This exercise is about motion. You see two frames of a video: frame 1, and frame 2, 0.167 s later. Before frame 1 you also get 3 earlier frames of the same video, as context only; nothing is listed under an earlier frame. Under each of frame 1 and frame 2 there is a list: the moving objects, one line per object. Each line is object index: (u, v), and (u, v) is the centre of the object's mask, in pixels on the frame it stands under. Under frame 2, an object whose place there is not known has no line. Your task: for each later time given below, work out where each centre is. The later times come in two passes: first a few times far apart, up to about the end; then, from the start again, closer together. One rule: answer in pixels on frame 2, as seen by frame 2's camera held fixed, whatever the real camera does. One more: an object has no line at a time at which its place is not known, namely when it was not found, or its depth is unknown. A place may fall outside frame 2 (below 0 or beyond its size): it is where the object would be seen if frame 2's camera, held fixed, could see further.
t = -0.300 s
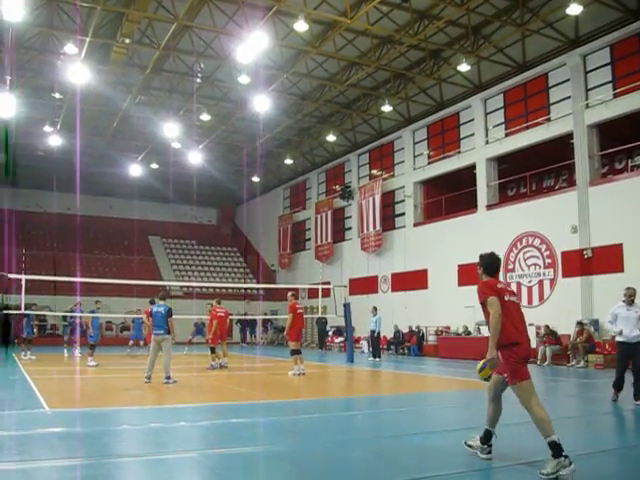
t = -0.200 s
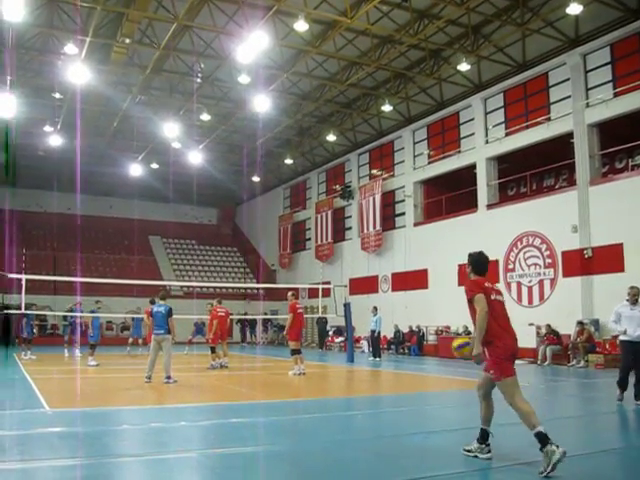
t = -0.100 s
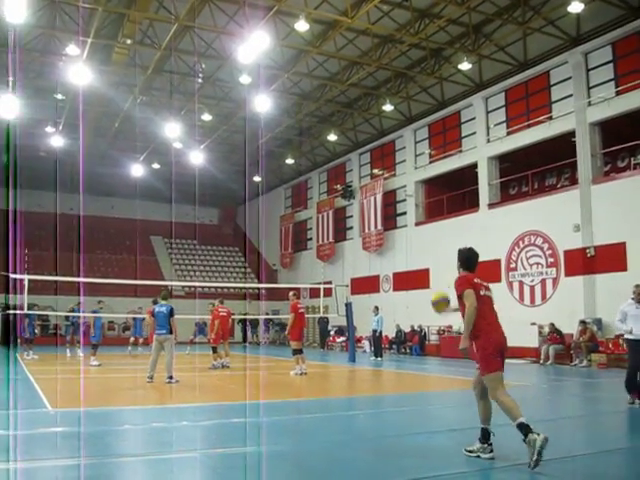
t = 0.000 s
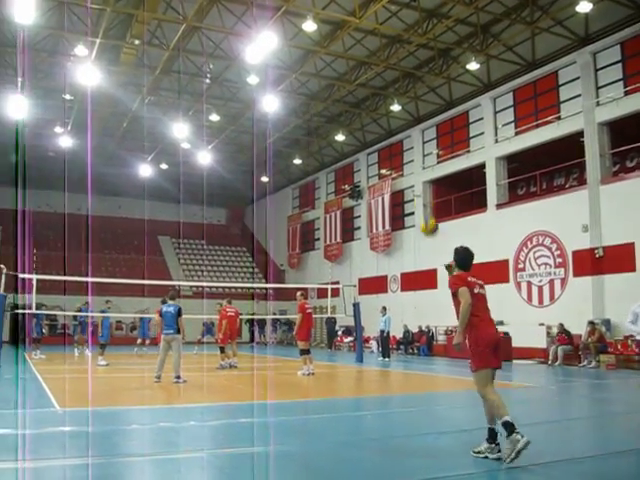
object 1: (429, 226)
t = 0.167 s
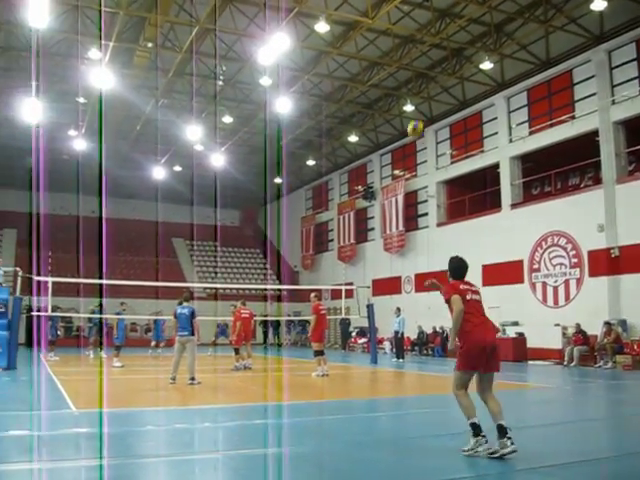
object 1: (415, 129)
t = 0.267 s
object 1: (403, 87)
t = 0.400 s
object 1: (388, 51)
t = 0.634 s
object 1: (366, 24)
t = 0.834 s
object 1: (349, 31)
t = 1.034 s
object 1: (335, 61)
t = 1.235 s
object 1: (322, 110)
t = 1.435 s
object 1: (314, 176)
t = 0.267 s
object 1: (403, 87)
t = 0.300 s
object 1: (397, 77)
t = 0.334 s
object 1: (394, 67)
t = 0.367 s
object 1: (390, 59)
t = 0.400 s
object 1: (388, 51)
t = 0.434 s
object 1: (384, 44)
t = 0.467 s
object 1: (381, 39)
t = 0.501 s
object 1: (377, 35)
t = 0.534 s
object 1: (374, 31)
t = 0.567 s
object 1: (371, 28)
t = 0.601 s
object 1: (368, 26)
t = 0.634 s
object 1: (366, 24)
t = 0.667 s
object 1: (363, 24)
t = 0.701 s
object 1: (360, 24)
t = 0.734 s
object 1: (357, 25)
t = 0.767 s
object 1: (355, 27)
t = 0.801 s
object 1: (352, 28)
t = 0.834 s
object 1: (349, 31)
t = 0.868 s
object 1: (347, 35)
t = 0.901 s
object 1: (344, 39)
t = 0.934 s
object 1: (342, 44)
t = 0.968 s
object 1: (340, 48)
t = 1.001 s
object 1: (338, 54)
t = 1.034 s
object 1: (335, 61)
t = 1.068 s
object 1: (332, 68)
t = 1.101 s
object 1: (330, 76)
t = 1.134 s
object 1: (327, 84)
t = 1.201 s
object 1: (324, 100)
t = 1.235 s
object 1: (322, 110)
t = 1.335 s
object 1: (319, 141)
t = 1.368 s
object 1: (314, 152)
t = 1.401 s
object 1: (313, 165)
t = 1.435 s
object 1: (314, 176)
